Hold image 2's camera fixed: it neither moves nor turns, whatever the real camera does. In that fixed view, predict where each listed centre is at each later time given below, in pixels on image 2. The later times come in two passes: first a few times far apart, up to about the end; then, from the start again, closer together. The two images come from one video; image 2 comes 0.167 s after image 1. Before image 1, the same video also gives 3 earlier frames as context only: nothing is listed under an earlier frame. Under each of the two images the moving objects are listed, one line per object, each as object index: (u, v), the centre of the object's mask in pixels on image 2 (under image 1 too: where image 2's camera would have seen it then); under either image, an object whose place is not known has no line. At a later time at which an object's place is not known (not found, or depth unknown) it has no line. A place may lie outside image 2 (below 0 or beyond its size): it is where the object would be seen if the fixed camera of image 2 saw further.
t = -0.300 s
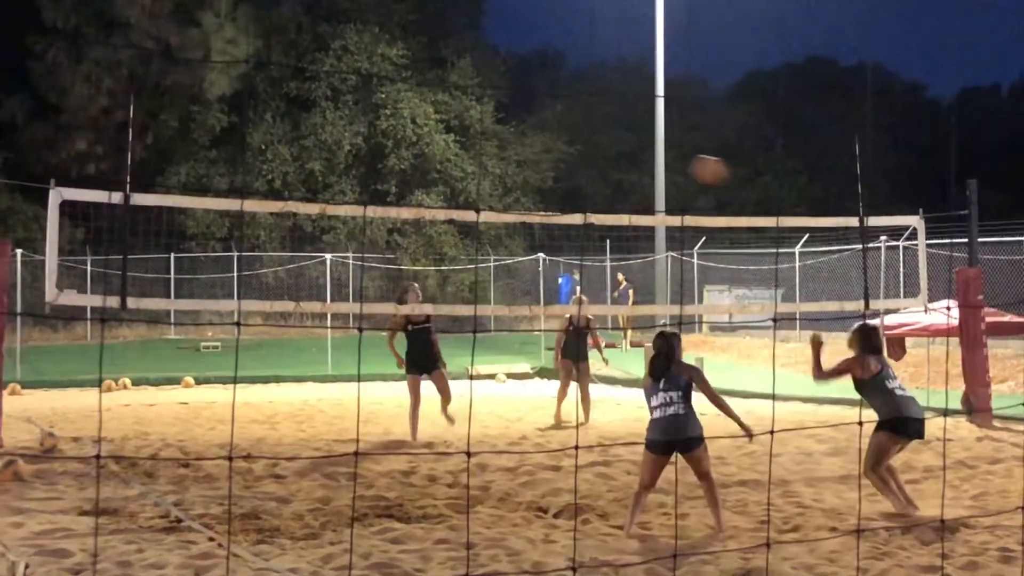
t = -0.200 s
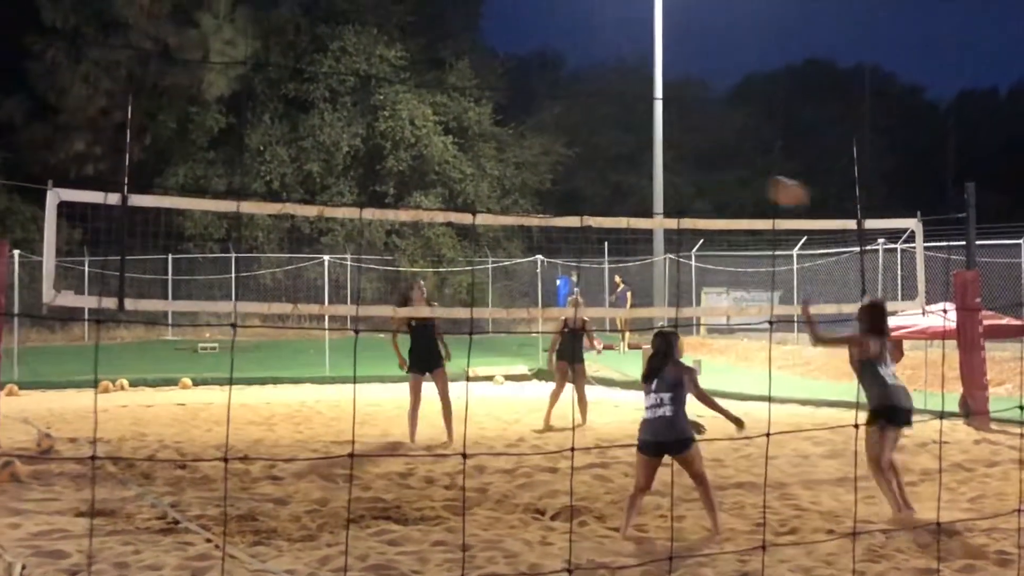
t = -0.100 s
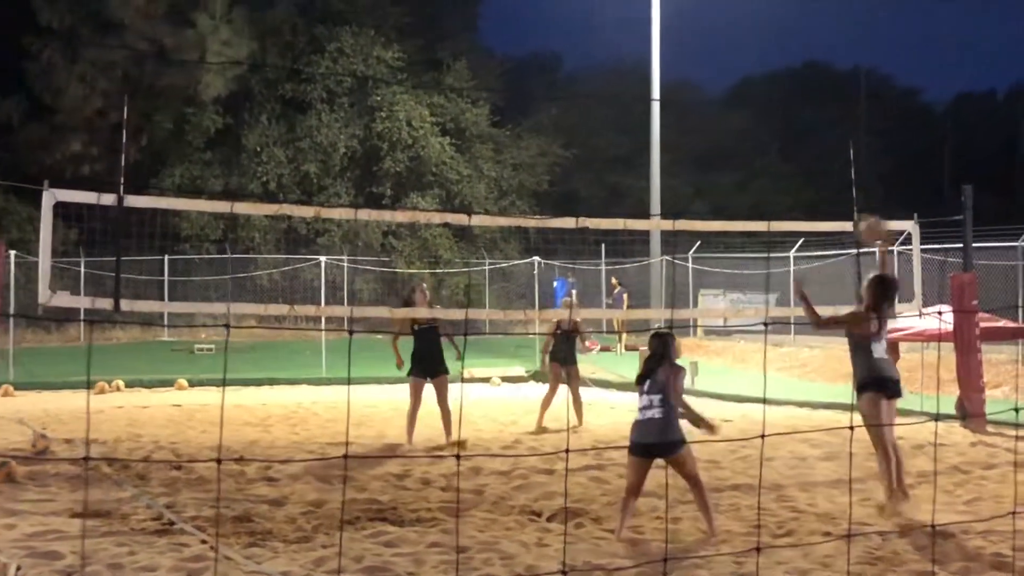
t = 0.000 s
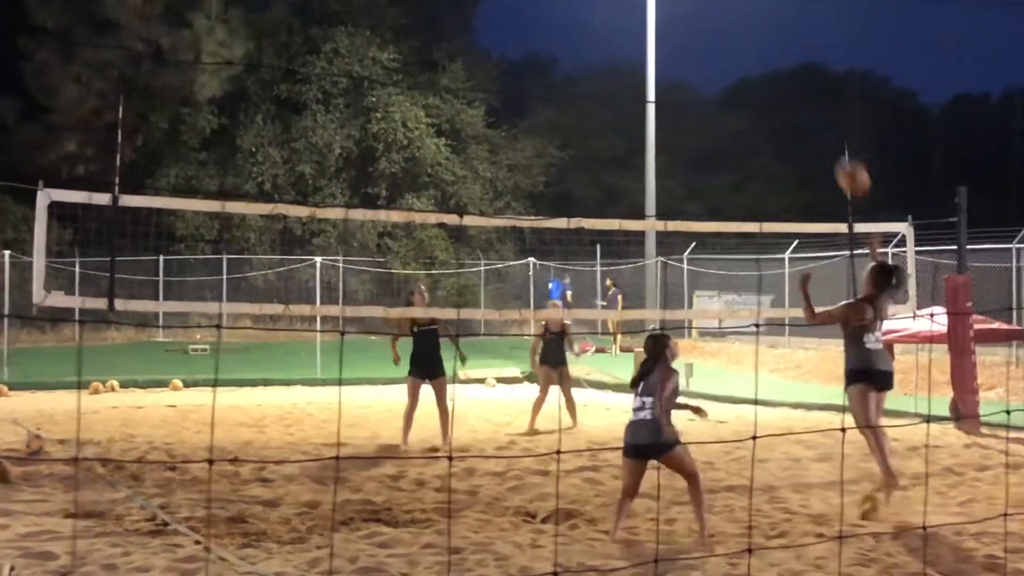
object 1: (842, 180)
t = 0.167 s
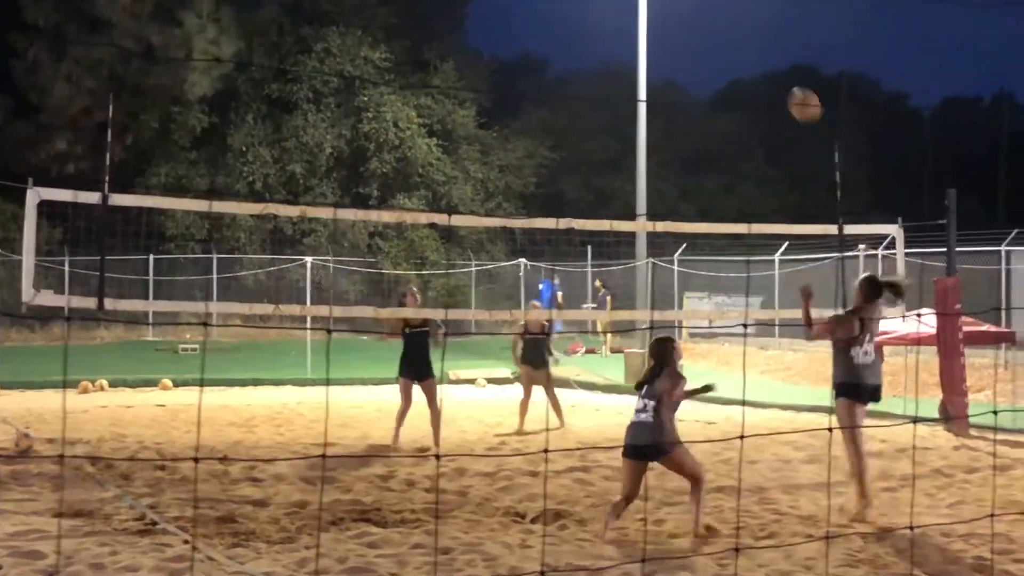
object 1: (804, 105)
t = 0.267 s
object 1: (783, 80)
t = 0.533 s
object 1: (730, 76)
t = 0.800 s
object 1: (682, 155)
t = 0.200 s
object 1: (797, 95)
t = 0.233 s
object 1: (790, 86)
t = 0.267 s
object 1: (783, 80)
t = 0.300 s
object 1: (776, 74)
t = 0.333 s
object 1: (770, 71)
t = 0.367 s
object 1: (762, 68)
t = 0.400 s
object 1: (755, 67)
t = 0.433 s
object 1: (748, 67)
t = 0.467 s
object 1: (742, 69)
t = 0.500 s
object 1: (735, 72)
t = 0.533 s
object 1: (730, 76)
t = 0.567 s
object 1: (723, 82)
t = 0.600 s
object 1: (717, 88)
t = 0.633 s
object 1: (711, 97)
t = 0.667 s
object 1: (705, 107)
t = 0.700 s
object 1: (699, 117)
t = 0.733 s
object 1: (693, 129)
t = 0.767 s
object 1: (688, 141)
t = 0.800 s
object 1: (682, 155)
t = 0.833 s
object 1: (677, 171)
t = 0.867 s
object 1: (671, 187)
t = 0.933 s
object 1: (662, 221)
